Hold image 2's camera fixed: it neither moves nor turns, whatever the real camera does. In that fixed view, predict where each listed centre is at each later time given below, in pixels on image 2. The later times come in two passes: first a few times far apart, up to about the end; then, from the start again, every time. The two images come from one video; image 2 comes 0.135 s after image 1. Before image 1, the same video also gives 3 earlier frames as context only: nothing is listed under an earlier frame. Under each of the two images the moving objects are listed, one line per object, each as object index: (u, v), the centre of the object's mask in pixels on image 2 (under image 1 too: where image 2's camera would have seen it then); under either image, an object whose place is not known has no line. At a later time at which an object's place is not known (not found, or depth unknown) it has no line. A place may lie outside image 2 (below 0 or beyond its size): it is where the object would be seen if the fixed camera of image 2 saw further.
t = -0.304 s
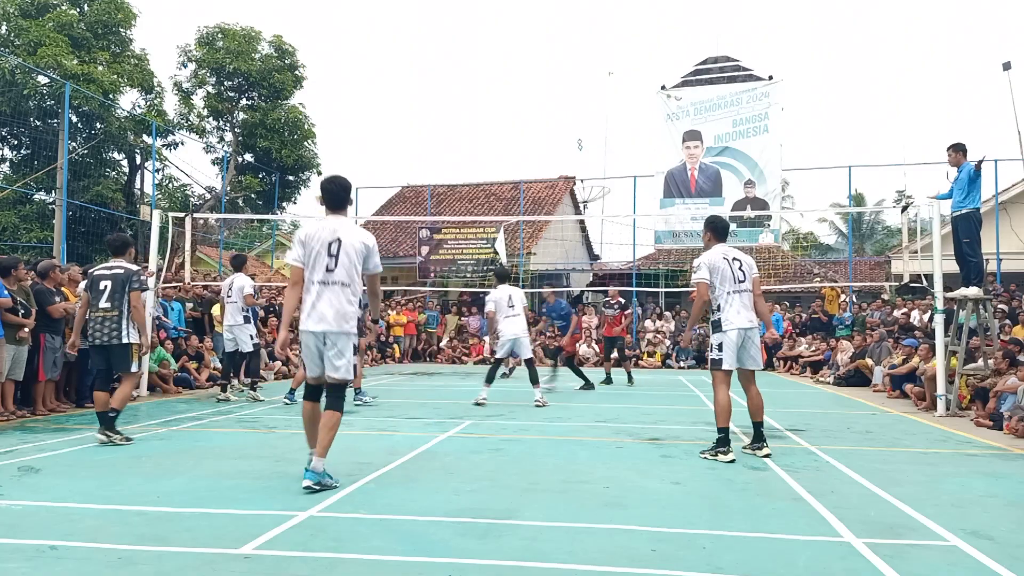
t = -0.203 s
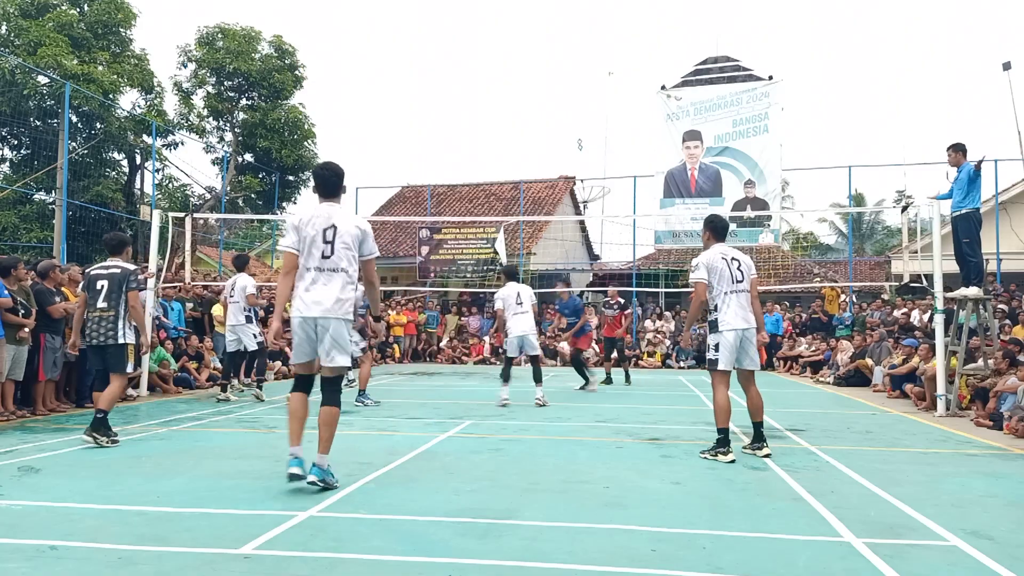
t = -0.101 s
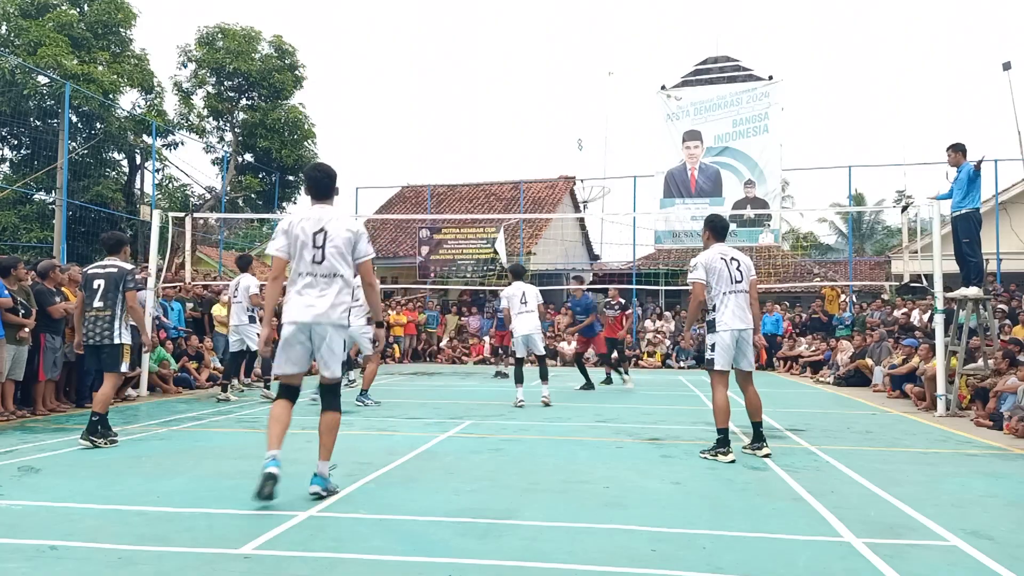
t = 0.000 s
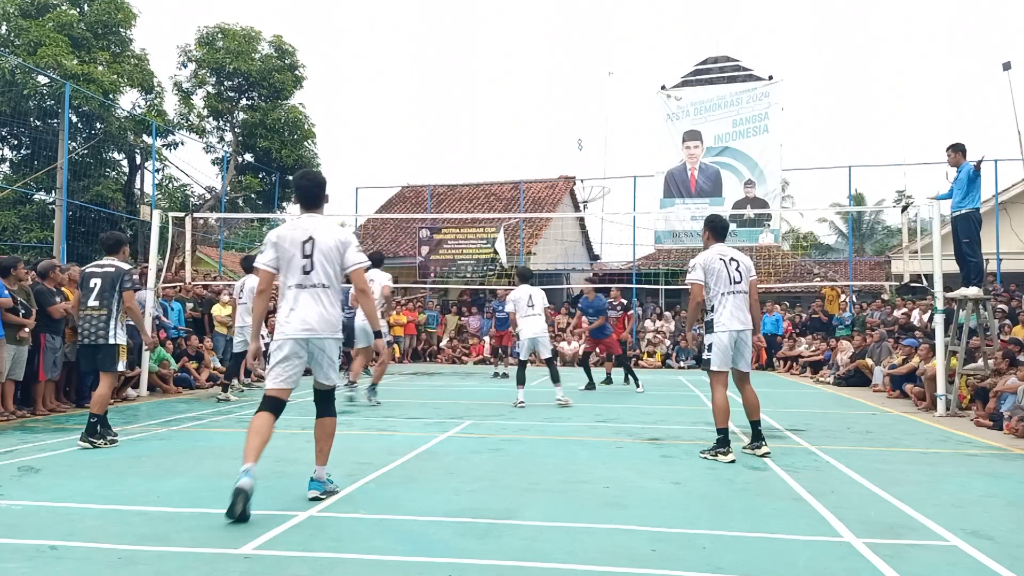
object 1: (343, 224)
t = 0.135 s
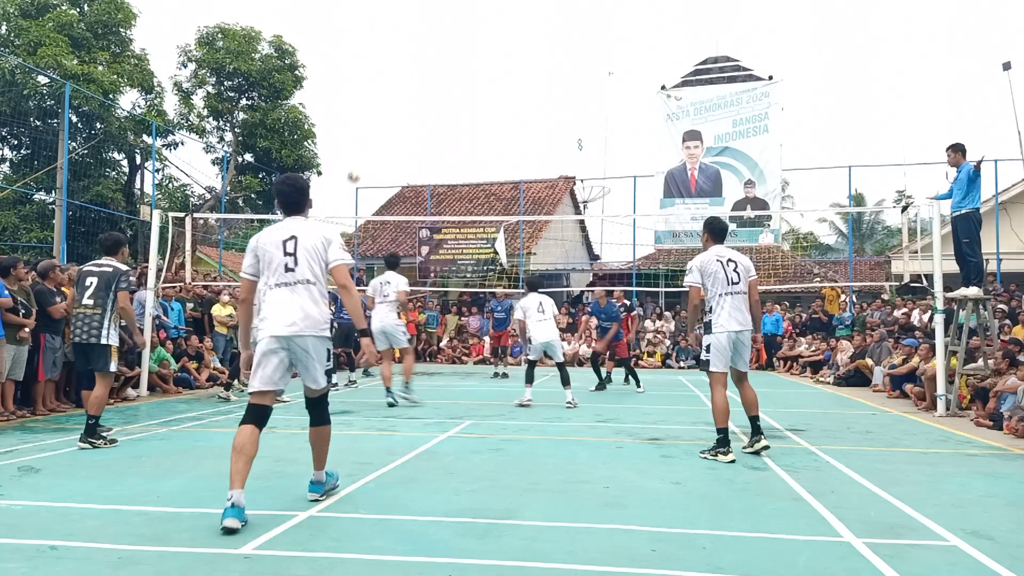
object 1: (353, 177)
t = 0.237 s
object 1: (364, 148)
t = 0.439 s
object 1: (386, 109)
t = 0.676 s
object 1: (412, 98)
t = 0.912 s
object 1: (436, 122)
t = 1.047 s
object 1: (450, 153)
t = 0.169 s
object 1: (357, 166)
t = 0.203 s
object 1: (361, 157)
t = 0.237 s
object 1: (364, 148)
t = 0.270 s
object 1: (368, 140)
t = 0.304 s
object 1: (372, 132)
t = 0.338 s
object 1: (375, 125)
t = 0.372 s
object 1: (379, 119)
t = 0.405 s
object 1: (383, 114)
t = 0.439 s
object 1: (386, 109)
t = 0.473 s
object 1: (390, 105)
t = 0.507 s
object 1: (394, 102)
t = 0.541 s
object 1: (397, 100)
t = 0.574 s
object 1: (401, 98)
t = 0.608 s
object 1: (405, 98)
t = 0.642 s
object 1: (408, 97)
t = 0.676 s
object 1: (412, 98)
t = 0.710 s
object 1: (415, 100)
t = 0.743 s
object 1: (419, 101)
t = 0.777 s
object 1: (422, 104)
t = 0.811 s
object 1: (425, 108)
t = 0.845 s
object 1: (429, 111)
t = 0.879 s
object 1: (432, 117)
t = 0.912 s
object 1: (436, 122)
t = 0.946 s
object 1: (439, 129)
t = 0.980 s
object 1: (443, 136)
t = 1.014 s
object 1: (446, 144)
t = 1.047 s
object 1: (450, 153)
